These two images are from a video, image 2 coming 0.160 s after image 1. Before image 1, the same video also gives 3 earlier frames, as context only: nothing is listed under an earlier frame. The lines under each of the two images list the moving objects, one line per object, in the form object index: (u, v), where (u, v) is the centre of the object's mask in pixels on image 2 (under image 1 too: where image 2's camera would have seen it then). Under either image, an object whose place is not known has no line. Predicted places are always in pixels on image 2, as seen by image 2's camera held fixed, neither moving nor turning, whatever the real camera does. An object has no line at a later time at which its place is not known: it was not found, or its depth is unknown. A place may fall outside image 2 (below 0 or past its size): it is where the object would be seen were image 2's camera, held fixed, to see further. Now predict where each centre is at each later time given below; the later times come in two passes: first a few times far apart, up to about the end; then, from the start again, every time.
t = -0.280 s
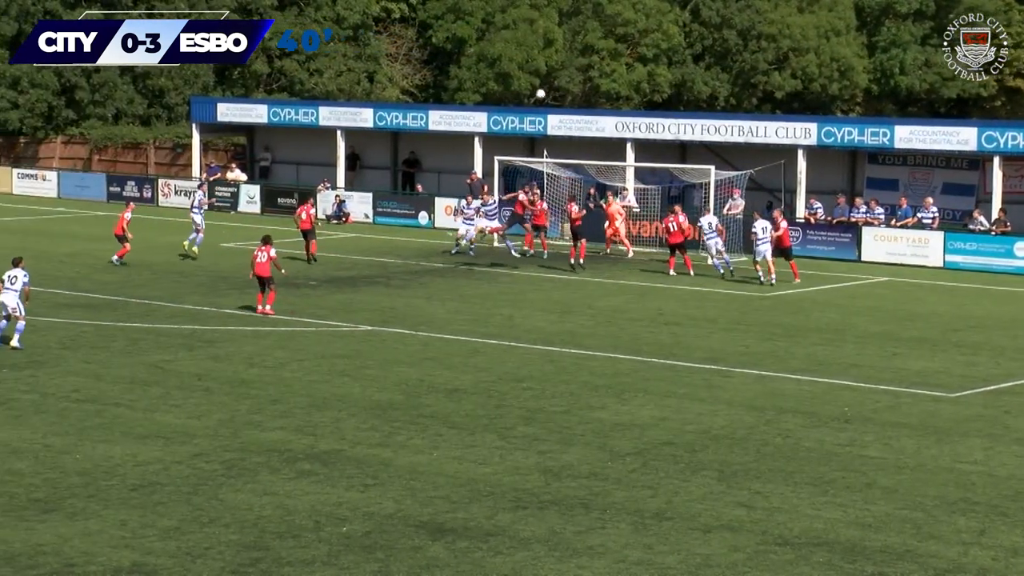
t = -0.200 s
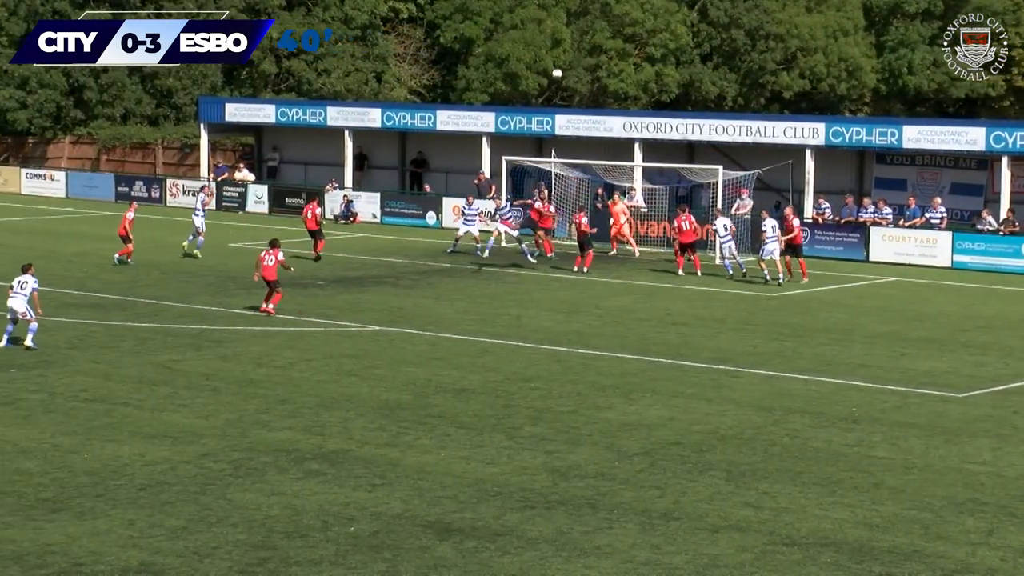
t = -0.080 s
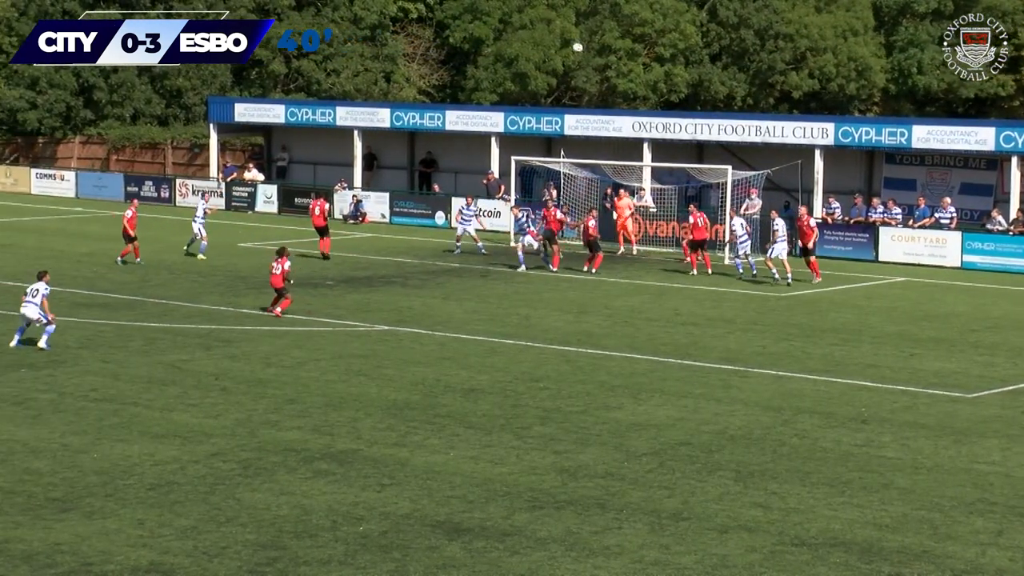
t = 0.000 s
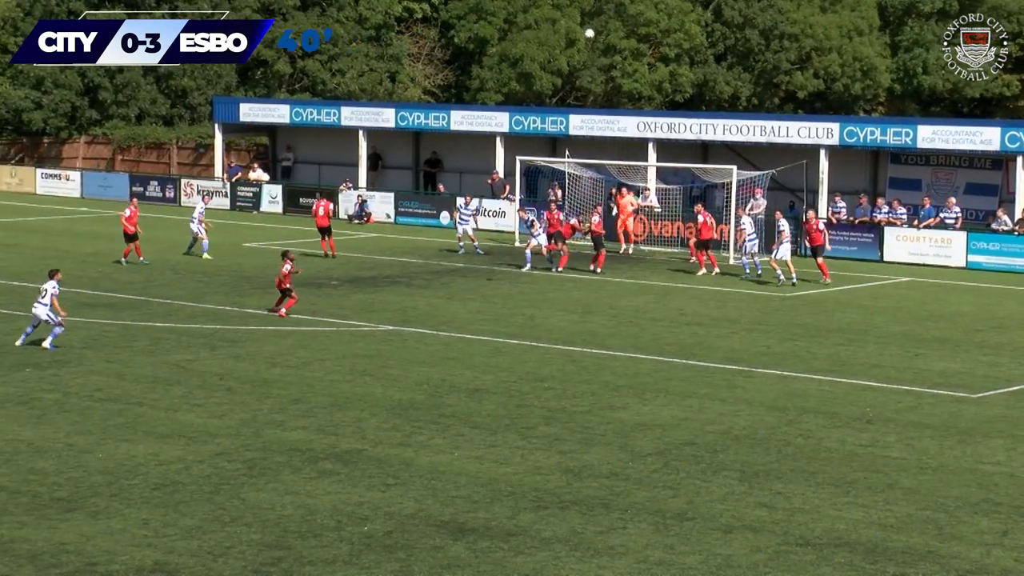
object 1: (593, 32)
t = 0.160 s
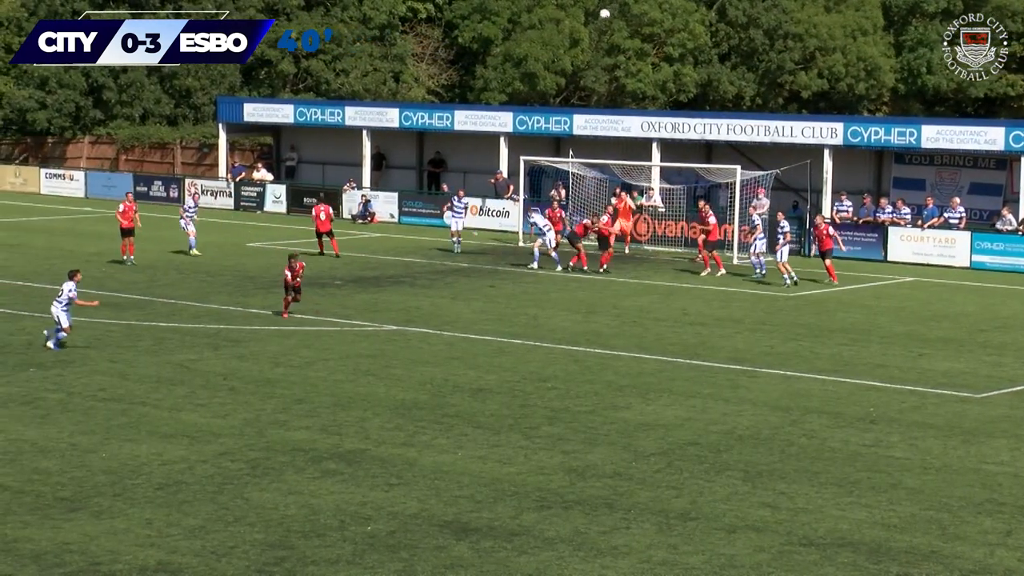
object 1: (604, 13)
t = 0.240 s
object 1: (608, 8)
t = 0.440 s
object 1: (617, 11)
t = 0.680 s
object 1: (619, 47)
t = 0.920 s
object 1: (614, 124)
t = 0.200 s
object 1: (607, 10)
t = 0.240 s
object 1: (608, 8)
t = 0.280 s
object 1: (611, 7)
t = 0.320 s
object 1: (613, 7)
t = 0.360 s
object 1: (614, 7)
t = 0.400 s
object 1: (615, 9)
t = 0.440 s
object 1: (617, 11)
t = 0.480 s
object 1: (618, 14)
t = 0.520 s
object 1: (618, 19)
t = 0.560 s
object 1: (619, 24)
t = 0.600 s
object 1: (619, 31)
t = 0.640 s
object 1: (620, 38)
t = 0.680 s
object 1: (619, 47)
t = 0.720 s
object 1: (619, 56)
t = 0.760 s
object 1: (618, 67)
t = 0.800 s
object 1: (618, 79)
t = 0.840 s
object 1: (616, 93)
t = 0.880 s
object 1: (615, 107)
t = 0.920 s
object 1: (614, 124)
